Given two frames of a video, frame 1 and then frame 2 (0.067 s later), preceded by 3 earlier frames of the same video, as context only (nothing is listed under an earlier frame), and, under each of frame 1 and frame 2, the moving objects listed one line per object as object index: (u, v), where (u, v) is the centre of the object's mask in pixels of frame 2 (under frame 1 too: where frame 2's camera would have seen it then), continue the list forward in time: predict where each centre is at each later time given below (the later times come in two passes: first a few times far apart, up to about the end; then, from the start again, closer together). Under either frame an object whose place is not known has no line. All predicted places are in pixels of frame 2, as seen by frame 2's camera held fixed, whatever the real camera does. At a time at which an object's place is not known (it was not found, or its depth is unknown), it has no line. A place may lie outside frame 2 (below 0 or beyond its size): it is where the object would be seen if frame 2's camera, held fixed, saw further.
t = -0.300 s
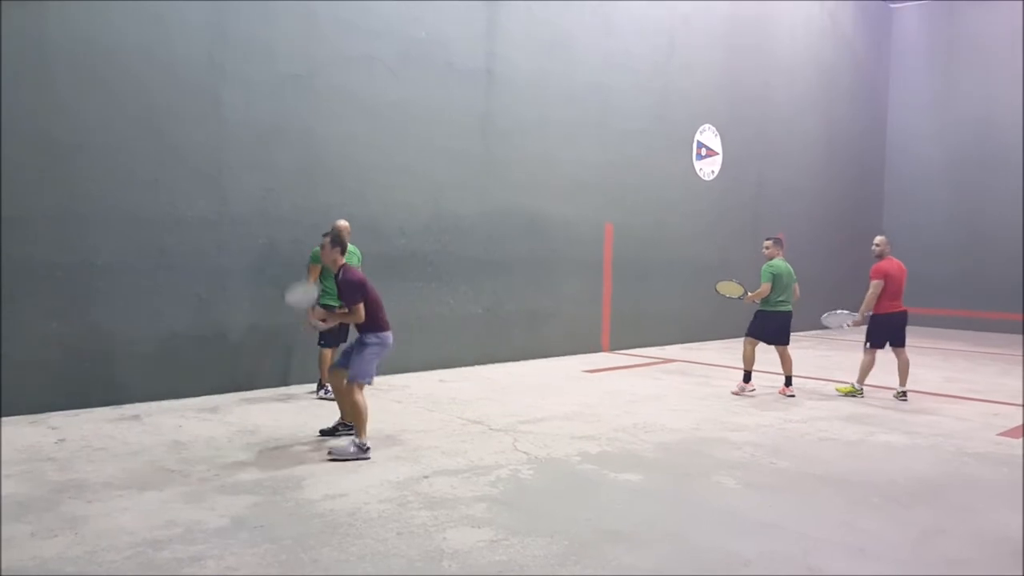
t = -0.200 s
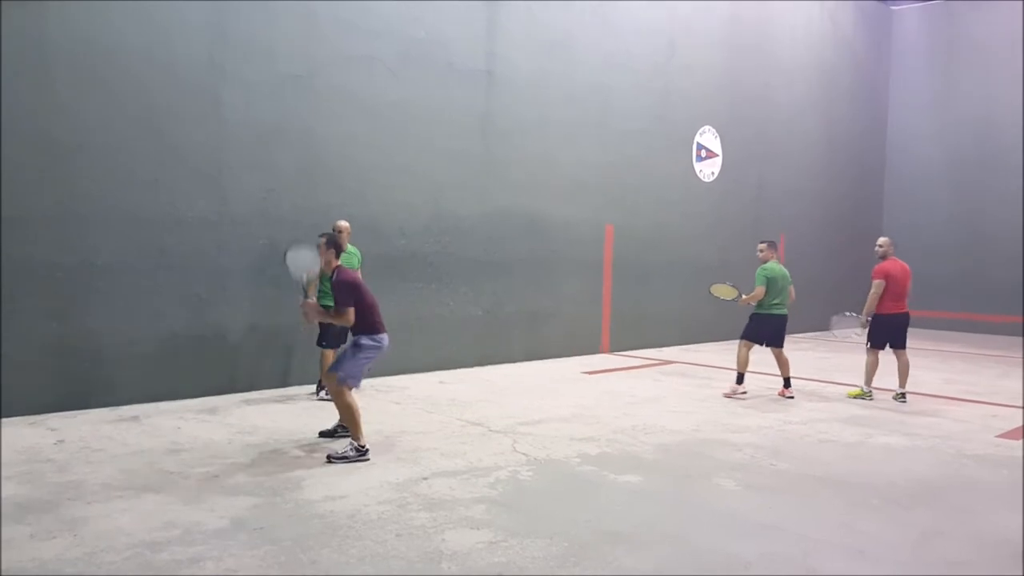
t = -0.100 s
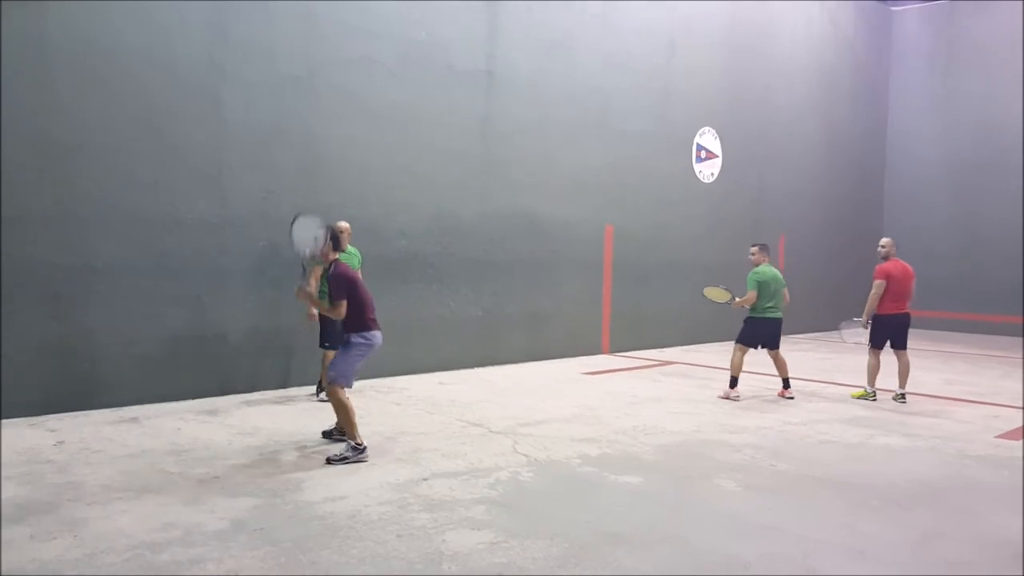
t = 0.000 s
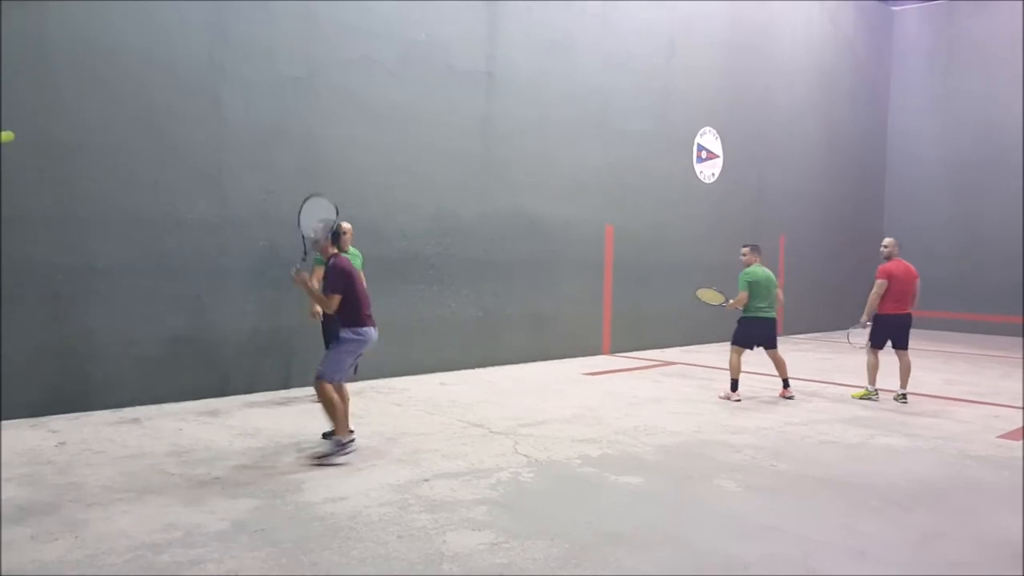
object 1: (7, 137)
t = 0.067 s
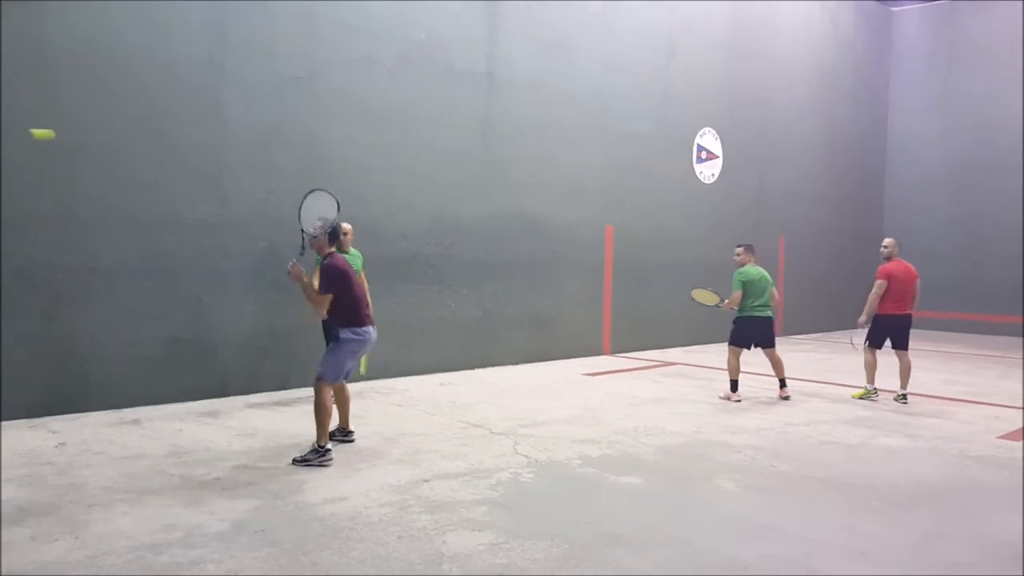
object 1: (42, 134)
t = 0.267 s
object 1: (149, 160)
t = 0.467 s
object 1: (241, 233)
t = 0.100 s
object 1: (62, 134)
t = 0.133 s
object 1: (80, 137)
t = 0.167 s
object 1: (98, 140)
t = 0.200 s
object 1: (115, 145)
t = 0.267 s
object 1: (149, 160)
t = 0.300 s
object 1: (164, 168)
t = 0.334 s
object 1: (180, 179)
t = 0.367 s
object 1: (196, 191)
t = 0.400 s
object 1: (212, 204)
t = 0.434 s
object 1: (228, 218)
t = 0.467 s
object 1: (241, 233)
